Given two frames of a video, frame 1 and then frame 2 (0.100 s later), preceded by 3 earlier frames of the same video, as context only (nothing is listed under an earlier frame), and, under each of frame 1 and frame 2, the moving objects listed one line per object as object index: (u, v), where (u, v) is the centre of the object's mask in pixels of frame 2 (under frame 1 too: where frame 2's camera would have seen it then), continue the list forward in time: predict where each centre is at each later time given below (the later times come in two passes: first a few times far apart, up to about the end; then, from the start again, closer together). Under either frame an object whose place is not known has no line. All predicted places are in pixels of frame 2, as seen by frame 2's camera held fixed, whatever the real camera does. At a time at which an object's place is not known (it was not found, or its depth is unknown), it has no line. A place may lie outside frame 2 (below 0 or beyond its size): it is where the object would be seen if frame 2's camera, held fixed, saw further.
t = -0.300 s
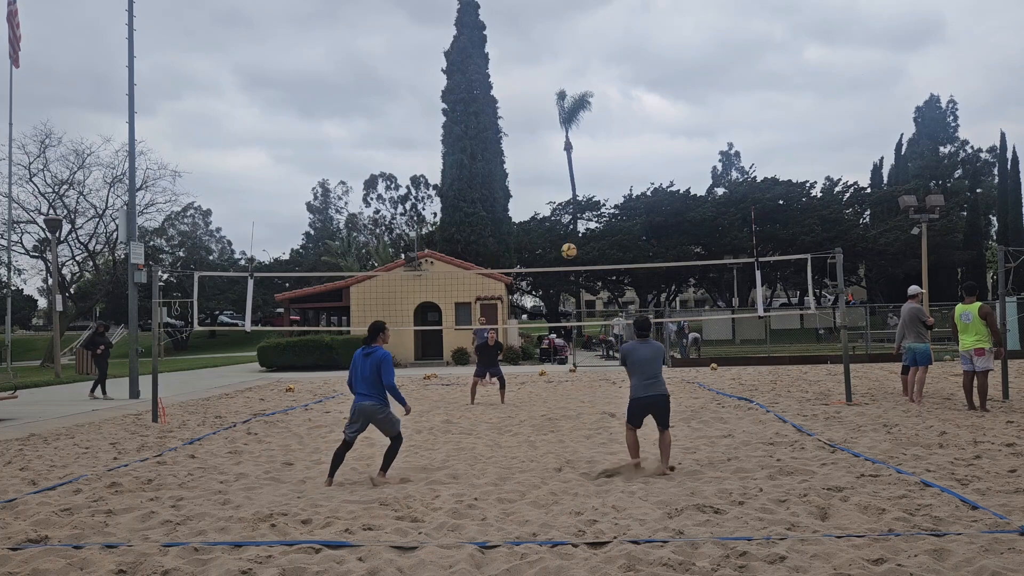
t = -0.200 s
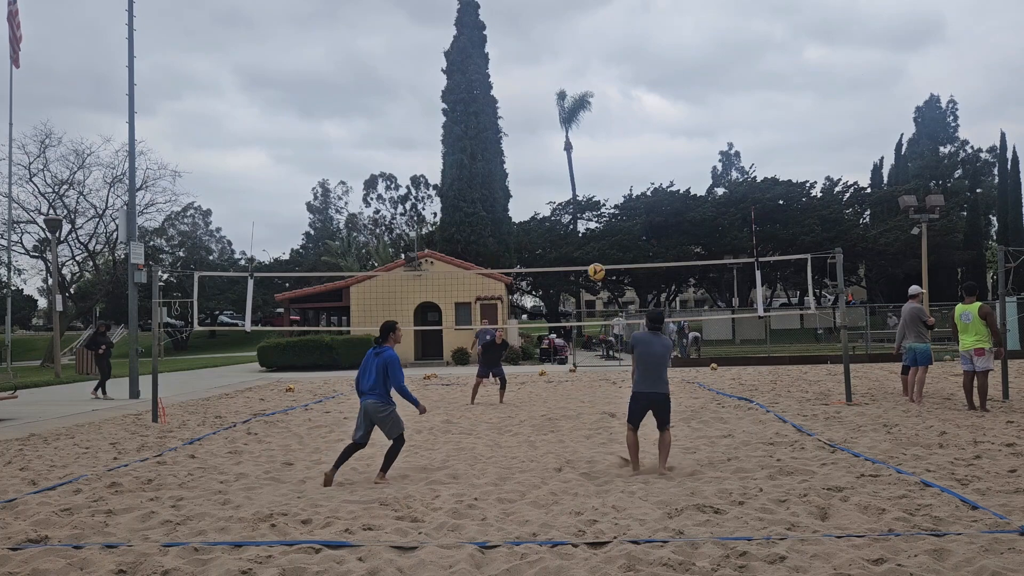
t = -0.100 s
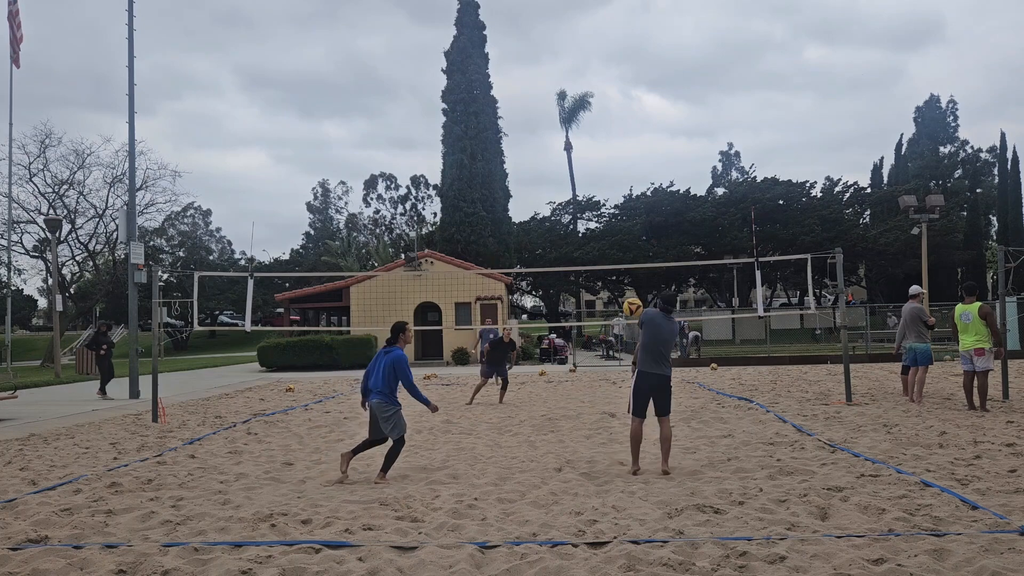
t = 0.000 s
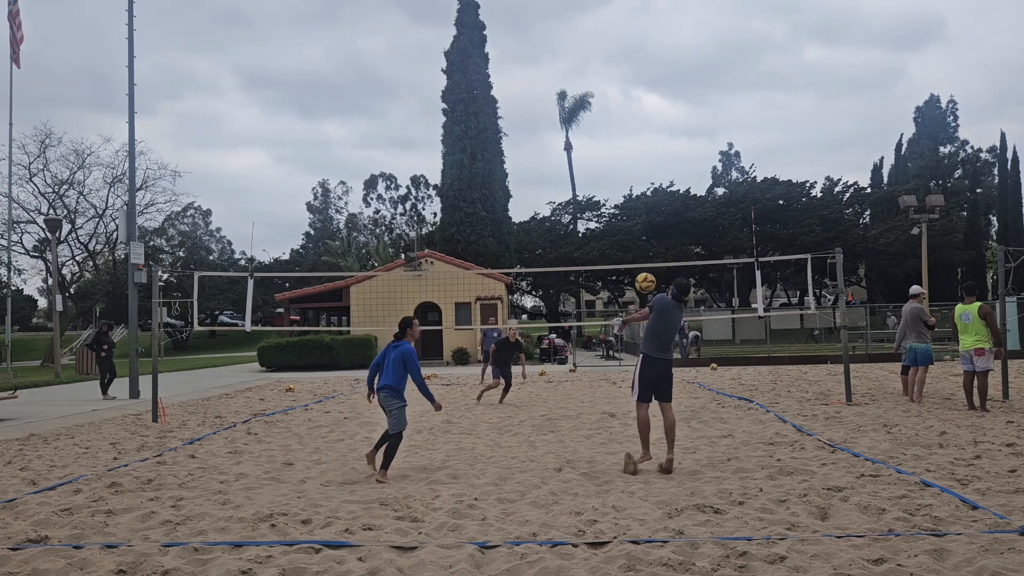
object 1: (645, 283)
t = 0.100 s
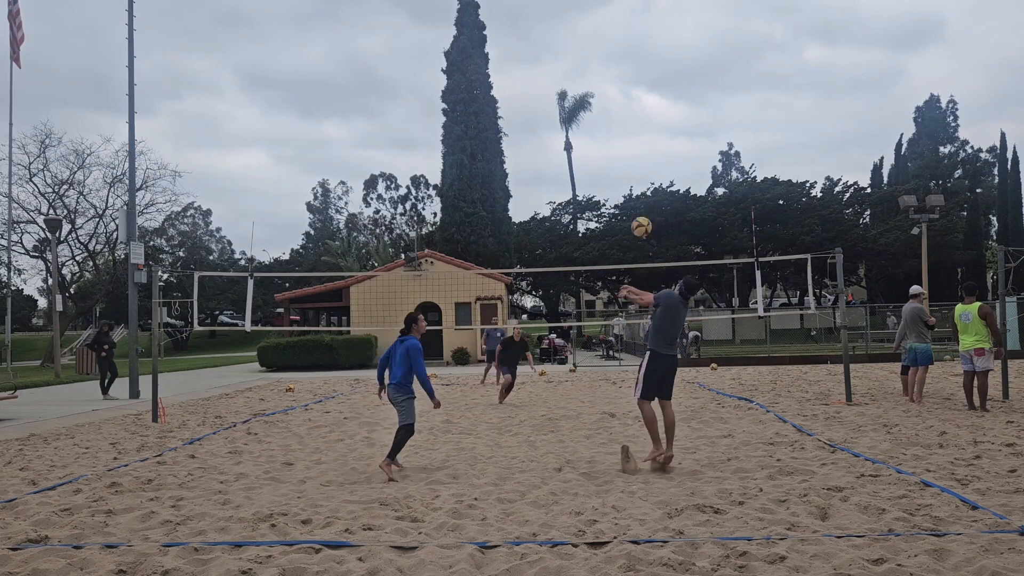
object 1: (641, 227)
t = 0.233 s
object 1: (637, 170)
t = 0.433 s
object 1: (633, 119)
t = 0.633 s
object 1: (631, 104)
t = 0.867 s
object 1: (631, 127)
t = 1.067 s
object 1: (632, 178)
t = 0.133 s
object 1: (640, 211)
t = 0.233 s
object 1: (637, 170)
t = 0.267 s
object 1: (636, 159)
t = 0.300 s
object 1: (636, 149)
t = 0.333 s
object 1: (635, 139)
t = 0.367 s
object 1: (634, 131)
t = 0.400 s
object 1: (634, 124)
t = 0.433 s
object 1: (633, 119)
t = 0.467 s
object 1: (633, 114)
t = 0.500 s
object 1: (632, 110)
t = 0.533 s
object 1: (632, 107)
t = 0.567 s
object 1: (632, 105)
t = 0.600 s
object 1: (632, 104)
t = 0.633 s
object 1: (631, 104)
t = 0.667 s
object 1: (631, 104)
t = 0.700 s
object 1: (631, 106)
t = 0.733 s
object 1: (631, 108)
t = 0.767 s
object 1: (631, 112)
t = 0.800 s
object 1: (631, 116)
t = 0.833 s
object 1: (631, 121)
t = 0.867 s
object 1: (631, 127)
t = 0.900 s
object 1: (631, 133)
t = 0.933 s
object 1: (631, 141)
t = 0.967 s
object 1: (631, 149)
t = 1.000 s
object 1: (632, 158)
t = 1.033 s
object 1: (632, 168)
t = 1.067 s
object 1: (632, 178)
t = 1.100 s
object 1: (633, 190)
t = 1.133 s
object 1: (633, 202)
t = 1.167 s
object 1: (634, 215)
